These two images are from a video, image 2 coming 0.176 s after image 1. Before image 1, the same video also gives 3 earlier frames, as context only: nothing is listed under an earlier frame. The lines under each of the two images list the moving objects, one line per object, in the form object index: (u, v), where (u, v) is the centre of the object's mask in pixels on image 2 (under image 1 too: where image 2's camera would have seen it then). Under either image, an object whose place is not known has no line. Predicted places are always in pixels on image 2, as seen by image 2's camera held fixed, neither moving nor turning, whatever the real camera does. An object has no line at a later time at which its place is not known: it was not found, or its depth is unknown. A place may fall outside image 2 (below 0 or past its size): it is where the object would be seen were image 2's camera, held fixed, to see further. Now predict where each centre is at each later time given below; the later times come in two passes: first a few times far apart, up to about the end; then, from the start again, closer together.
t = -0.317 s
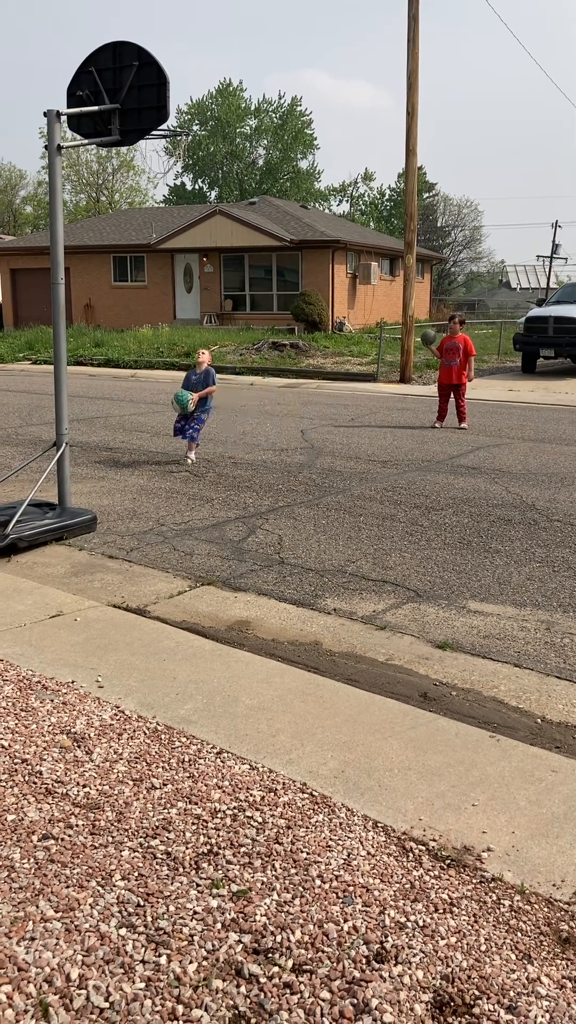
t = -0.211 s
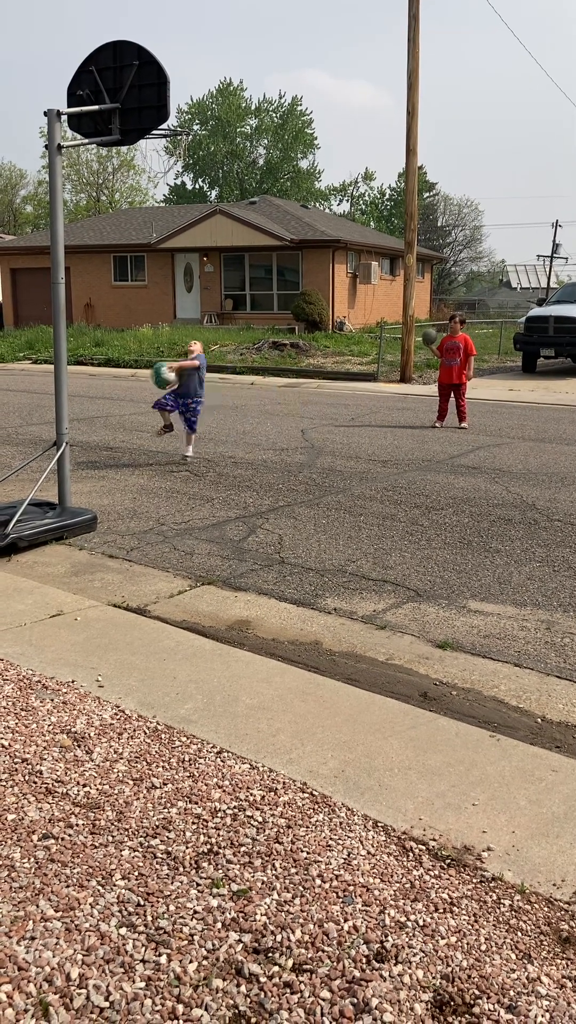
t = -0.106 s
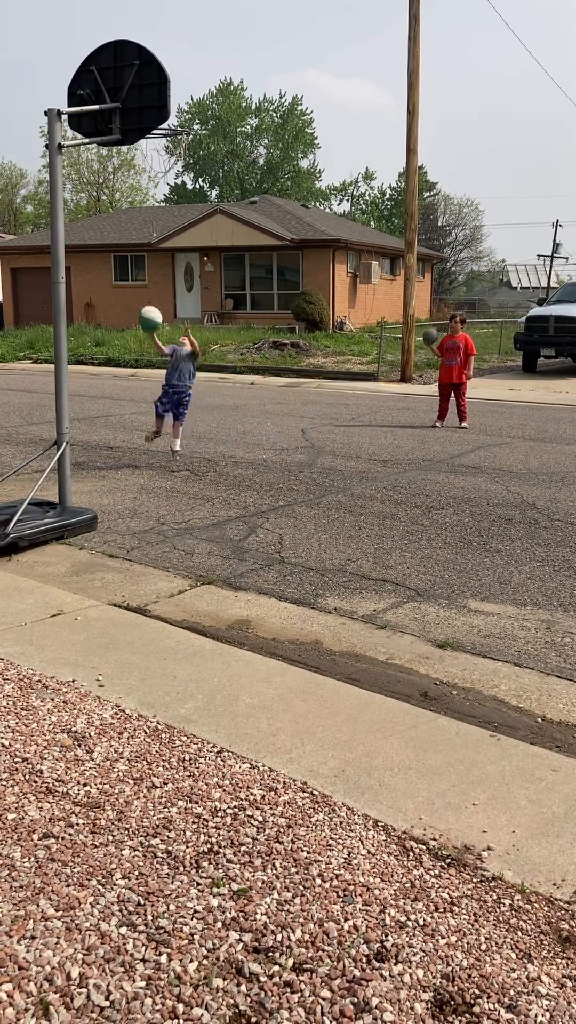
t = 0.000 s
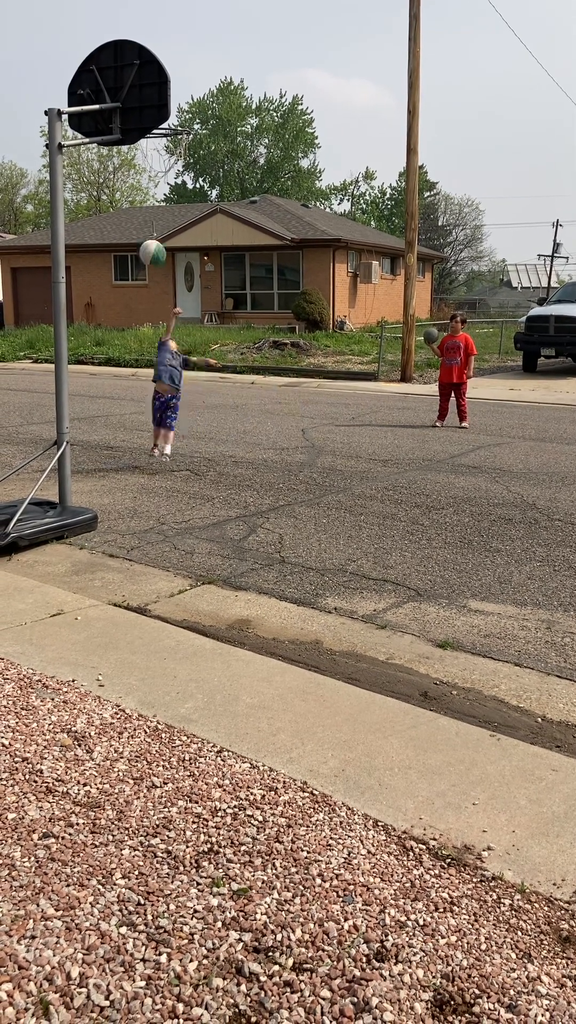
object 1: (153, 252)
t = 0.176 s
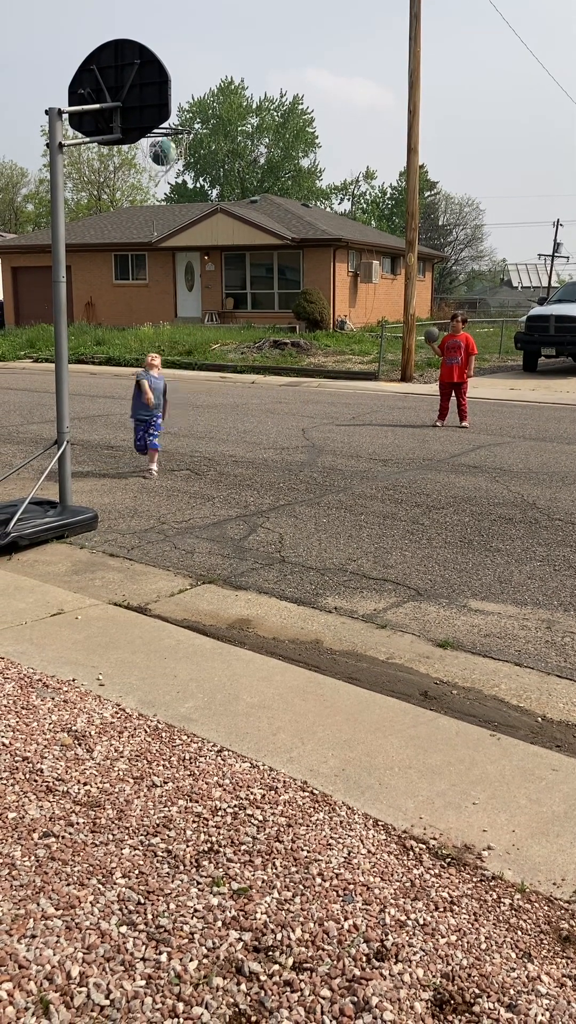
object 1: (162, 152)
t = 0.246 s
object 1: (171, 123)
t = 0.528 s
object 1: (183, 87)
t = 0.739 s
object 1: (195, 118)
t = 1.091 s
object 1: (264, 238)
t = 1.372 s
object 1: (310, 417)
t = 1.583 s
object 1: (331, 388)
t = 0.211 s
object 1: (164, 140)
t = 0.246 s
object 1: (171, 123)
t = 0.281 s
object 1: (173, 121)
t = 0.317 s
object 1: (176, 110)
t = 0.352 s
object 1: (177, 102)
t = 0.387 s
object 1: (178, 96)
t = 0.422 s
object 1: (179, 92)
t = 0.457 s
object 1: (179, 89)
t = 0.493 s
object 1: (181, 87)
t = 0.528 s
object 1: (183, 87)
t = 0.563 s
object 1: (184, 88)
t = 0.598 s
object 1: (186, 92)
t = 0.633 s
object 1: (188, 96)
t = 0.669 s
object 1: (191, 102)
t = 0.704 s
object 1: (193, 110)
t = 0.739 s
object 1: (195, 118)
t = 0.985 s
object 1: (244, 190)
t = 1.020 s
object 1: (250, 205)
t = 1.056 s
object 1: (257, 221)
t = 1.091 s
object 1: (264, 238)
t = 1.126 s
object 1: (270, 257)
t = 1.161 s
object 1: (276, 277)
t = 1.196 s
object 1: (282, 297)
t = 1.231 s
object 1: (289, 319)
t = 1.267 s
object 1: (294, 342)
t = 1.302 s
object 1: (300, 367)
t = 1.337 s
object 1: (305, 392)
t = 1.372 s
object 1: (310, 417)
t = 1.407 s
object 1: (321, 472)
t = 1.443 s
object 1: (323, 469)
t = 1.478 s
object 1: (325, 447)
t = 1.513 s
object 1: (327, 427)
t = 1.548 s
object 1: (329, 407)
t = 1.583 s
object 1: (331, 388)
